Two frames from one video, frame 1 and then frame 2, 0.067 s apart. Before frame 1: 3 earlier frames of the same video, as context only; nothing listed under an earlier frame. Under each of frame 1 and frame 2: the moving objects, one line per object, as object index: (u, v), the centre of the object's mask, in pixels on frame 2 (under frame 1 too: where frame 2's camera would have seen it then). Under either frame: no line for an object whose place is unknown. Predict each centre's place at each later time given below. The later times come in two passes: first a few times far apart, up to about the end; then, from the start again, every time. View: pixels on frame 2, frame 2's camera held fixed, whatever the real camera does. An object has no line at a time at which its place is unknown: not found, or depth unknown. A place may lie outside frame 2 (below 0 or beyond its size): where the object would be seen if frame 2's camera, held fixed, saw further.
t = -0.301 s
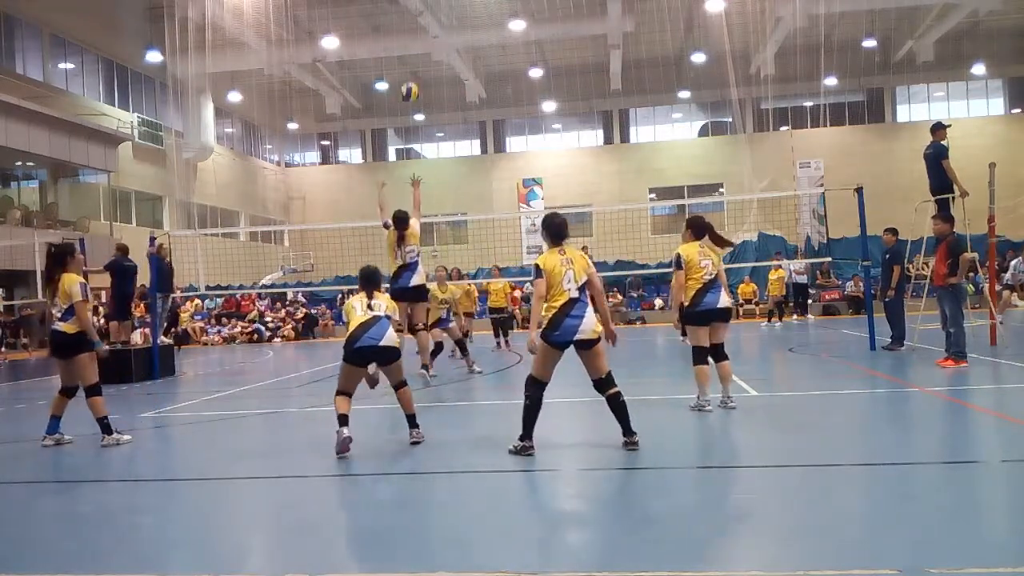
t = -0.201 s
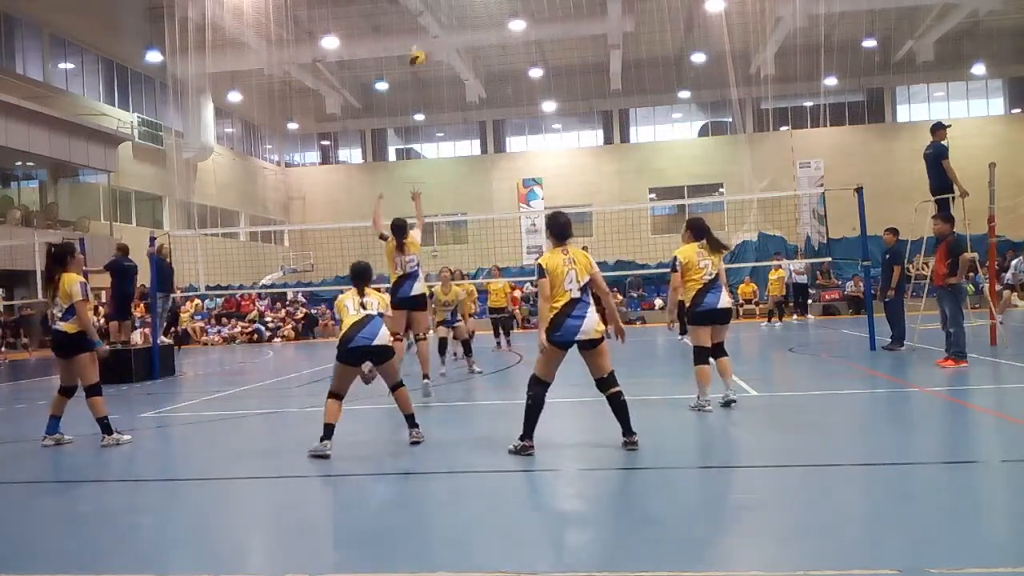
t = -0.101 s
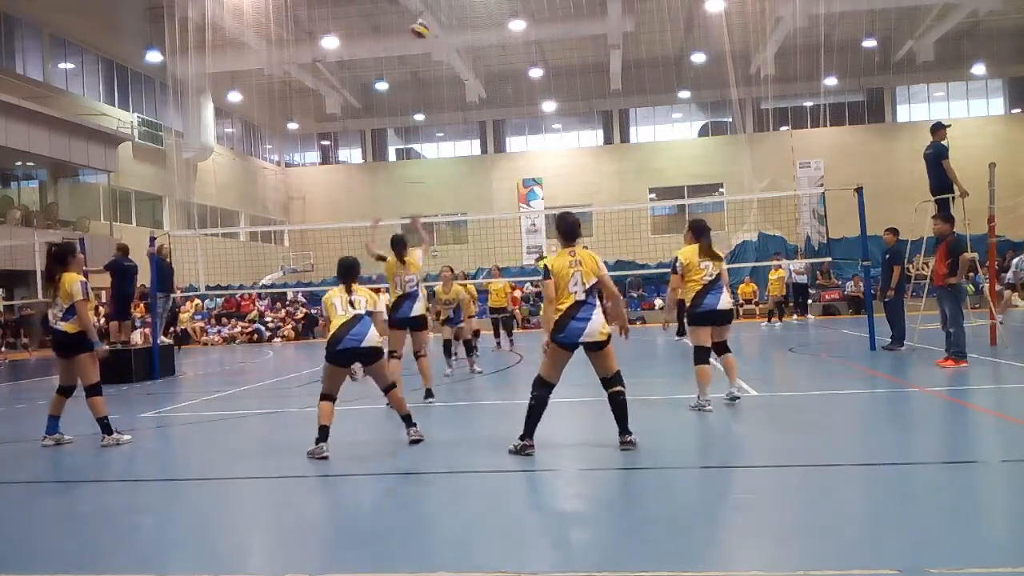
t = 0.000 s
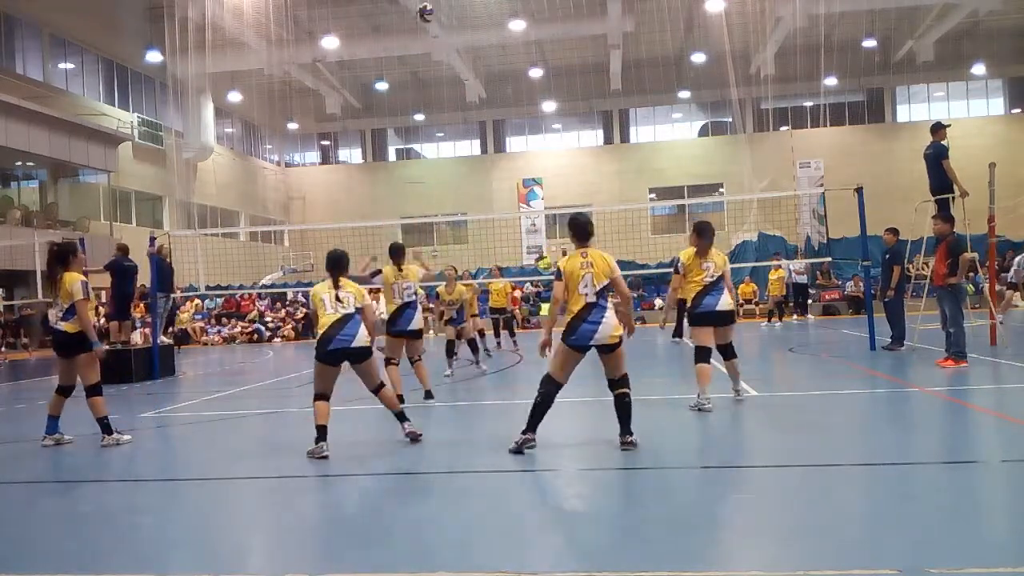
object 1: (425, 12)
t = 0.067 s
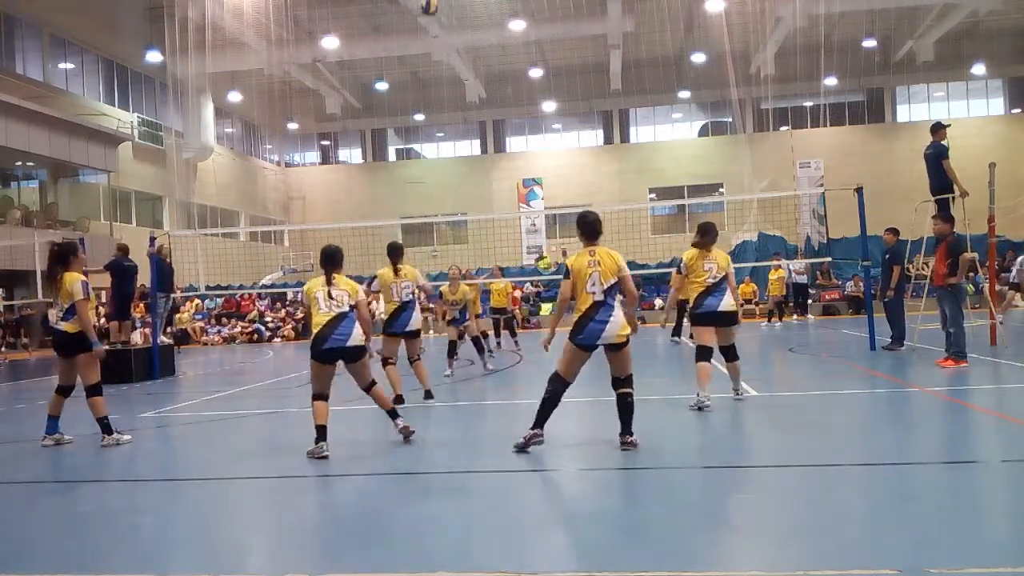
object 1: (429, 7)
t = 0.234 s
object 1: (439, 7)
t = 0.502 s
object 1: (457, 56)
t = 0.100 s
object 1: (431, 6)
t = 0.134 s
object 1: (433, 6)
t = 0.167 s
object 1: (436, 6)
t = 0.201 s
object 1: (437, 6)
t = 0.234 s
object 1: (439, 7)
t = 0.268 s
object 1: (441, 8)
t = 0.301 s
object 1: (444, 13)
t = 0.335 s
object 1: (445, 18)
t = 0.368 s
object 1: (447, 23)
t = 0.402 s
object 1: (450, 30)
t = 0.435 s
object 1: (452, 38)
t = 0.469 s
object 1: (455, 46)
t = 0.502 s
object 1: (457, 56)
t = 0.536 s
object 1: (461, 66)
